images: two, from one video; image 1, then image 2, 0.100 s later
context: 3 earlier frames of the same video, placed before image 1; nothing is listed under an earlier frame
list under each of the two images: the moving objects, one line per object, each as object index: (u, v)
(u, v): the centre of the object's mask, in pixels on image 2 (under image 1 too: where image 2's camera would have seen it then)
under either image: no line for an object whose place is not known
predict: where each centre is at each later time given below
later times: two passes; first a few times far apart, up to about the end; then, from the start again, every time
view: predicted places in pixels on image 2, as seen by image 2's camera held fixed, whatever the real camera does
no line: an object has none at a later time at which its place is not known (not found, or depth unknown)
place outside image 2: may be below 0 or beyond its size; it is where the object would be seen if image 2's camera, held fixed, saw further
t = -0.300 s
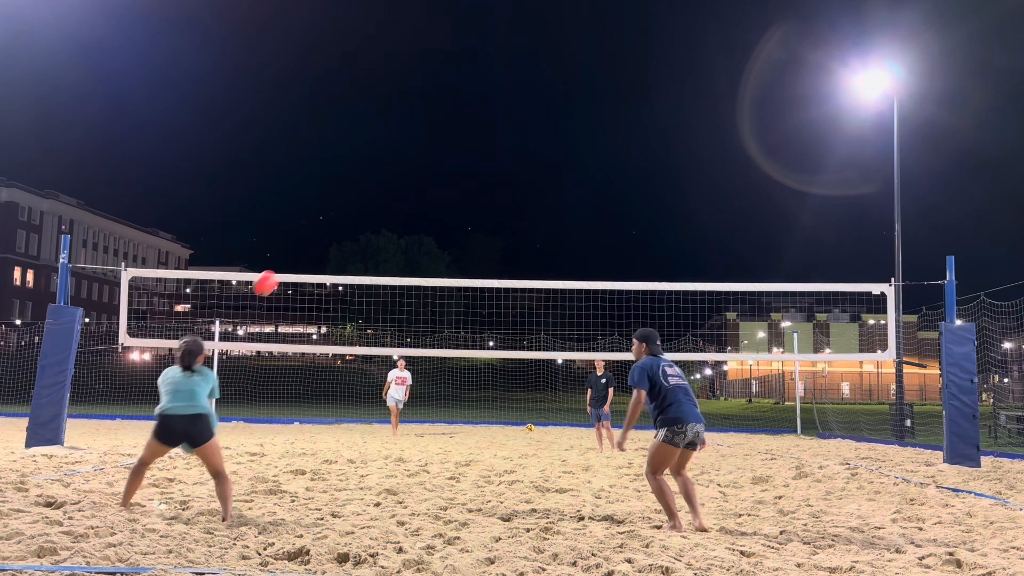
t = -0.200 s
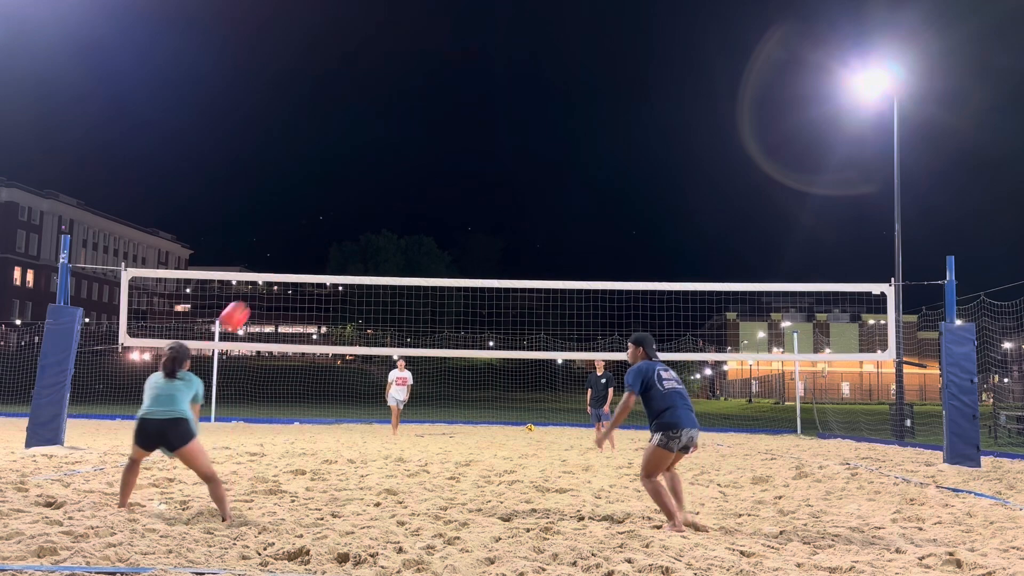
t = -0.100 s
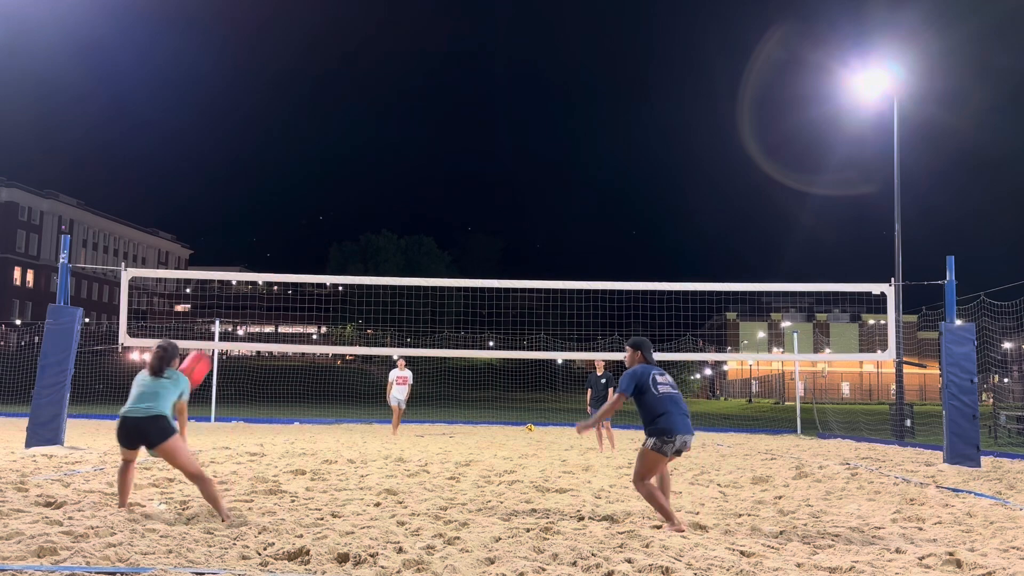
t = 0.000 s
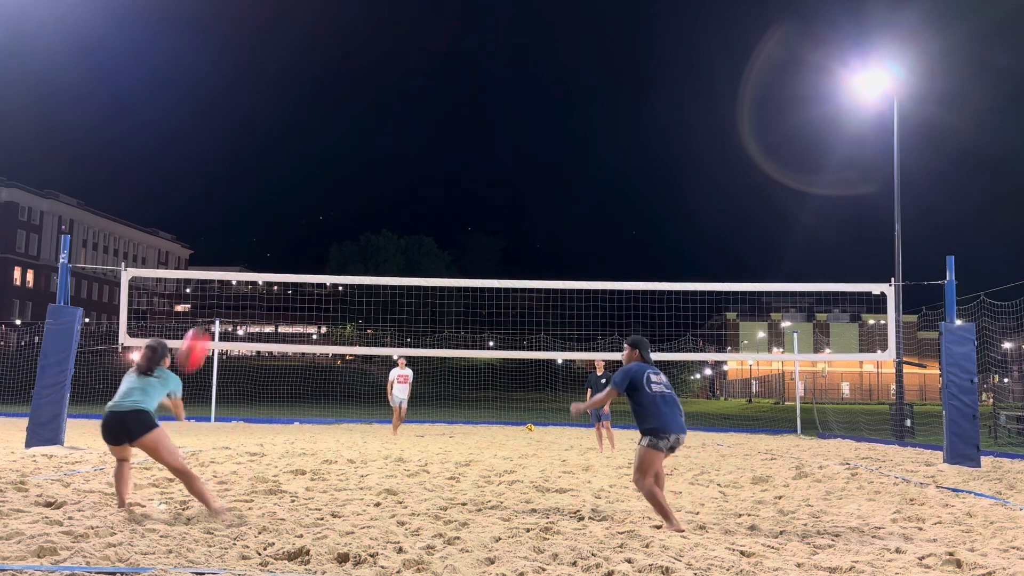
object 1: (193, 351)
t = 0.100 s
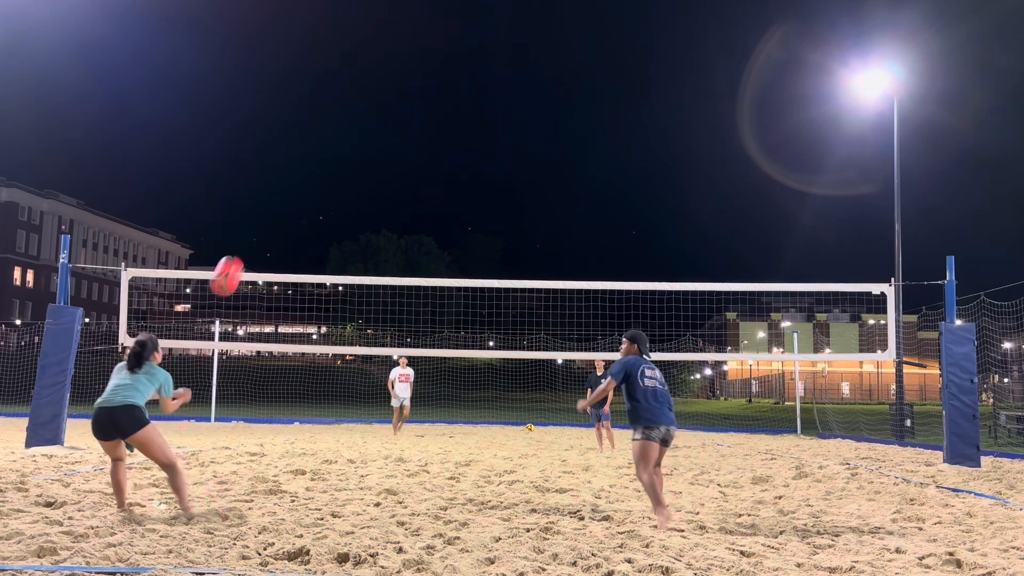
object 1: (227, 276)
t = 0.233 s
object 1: (267, 202)
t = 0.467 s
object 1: (326, 128)
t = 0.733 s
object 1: (385, 116)
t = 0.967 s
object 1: (431, 162)
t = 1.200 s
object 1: (472, 255)
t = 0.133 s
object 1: (238, 254)
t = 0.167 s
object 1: (247, 236)
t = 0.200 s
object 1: (257, 218)
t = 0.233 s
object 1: (267, 202)
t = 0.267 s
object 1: (276, 187)
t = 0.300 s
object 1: (285, 174)
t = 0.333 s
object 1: (294, 162)
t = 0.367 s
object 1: (302, 151)
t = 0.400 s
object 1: (310, 142)
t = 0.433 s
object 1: (318, 134)
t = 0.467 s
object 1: (326, 128)
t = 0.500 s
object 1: (334, 122)
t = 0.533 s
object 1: (342, 118)
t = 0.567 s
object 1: (349, 115)
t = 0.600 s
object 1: (357, 113)
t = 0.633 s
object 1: (364, 112)
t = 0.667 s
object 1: (371, 112)
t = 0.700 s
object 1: (378, 114)
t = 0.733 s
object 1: (385, 116)
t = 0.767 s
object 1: (392, 120)
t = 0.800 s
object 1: (399, 124)
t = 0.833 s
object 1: (405, 130)
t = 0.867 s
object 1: (412, 137)
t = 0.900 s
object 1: (418, 144)
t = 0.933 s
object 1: (425, 153)
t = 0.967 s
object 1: (431, 162)
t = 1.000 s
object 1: (437, 173)
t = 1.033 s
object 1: (443, 184)
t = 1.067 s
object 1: (449, 197)
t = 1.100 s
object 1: (455, 210)
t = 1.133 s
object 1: (461, 224)
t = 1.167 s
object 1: (467, 239)
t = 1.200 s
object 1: (472, 255)
